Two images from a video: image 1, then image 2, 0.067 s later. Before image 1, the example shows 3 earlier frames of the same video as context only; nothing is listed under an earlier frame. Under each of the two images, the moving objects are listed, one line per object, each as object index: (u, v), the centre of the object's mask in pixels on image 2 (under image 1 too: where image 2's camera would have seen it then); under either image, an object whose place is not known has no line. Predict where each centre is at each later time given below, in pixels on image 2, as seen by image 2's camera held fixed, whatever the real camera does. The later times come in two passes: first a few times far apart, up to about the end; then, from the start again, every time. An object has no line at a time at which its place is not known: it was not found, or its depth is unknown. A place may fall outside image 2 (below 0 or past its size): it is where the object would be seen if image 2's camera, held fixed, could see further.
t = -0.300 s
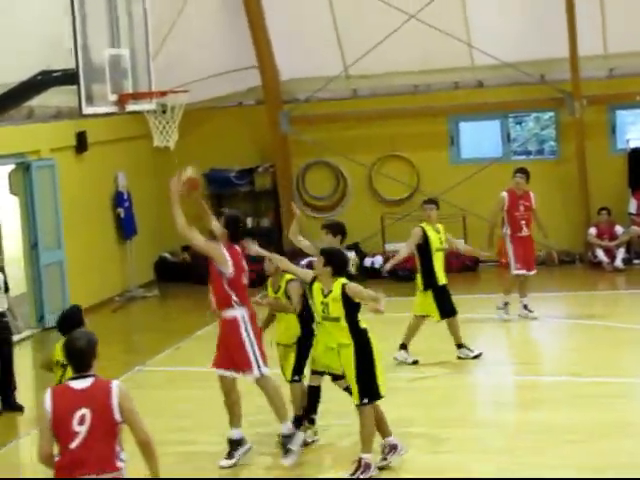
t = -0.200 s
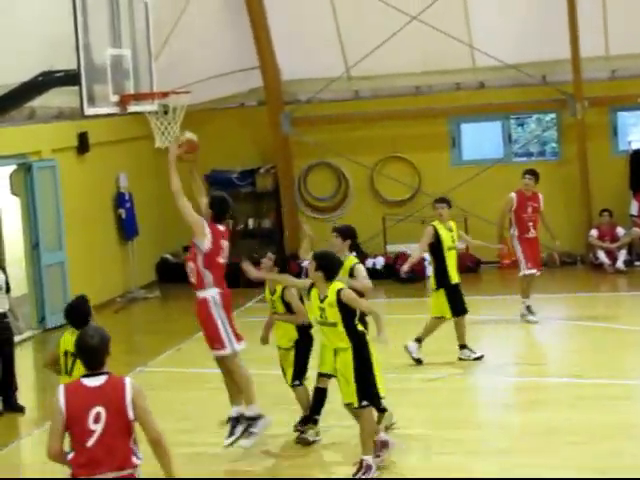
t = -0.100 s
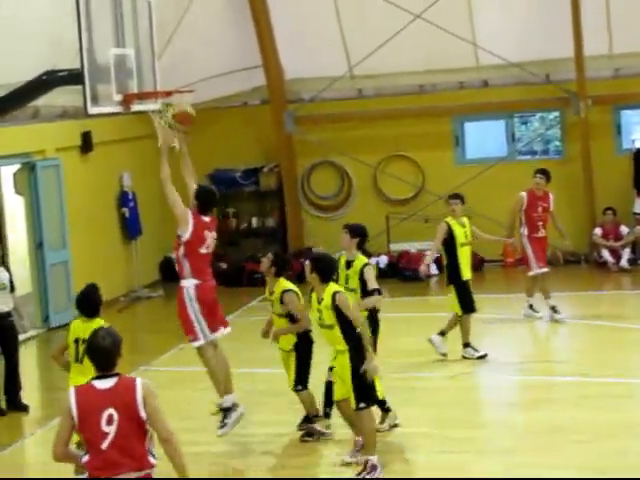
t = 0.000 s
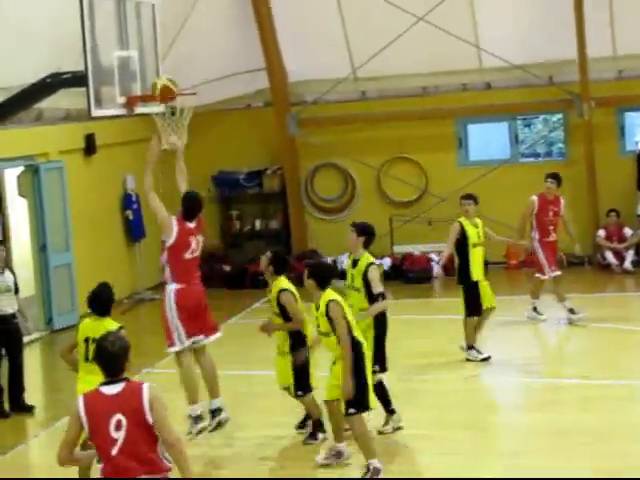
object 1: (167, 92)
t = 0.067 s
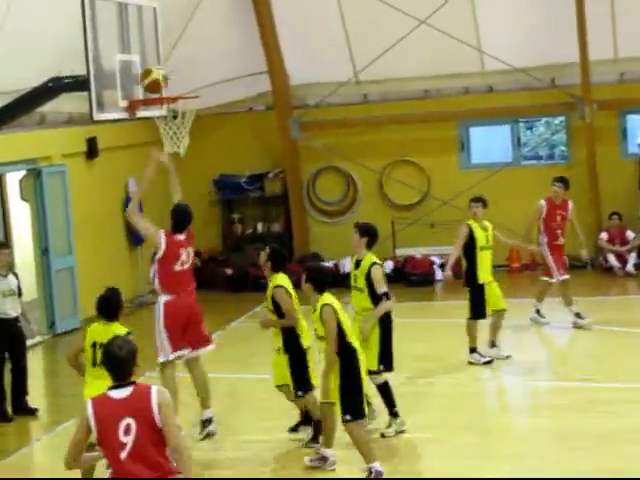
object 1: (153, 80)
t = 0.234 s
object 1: (132, 69)
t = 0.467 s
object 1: (177, 111)
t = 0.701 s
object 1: (215, 172)
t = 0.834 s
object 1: (233, 231)
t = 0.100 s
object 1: (146, 75)
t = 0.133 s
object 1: (141, 71)
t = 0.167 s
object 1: (134, 69)
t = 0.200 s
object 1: (129, 68)
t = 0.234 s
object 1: (132, 69)
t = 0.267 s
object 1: (140, 73)
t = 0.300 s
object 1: (146, 77)
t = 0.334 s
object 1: (153, 82)
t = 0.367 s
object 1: (160, 87)
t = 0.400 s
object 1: (167, 97)
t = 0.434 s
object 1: (175, 108)
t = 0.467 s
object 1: (177, 111)
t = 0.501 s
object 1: (190, 124)
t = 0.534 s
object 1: (196, 131)
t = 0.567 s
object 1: (196, 137)
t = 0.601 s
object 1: (201, 144)
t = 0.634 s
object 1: (206, 153)
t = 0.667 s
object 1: (211, 162)
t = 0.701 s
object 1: (215, 172)
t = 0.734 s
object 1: (221, 185)
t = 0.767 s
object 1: (226, 199)
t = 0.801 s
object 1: (232, 213)
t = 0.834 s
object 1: (233, 231)
